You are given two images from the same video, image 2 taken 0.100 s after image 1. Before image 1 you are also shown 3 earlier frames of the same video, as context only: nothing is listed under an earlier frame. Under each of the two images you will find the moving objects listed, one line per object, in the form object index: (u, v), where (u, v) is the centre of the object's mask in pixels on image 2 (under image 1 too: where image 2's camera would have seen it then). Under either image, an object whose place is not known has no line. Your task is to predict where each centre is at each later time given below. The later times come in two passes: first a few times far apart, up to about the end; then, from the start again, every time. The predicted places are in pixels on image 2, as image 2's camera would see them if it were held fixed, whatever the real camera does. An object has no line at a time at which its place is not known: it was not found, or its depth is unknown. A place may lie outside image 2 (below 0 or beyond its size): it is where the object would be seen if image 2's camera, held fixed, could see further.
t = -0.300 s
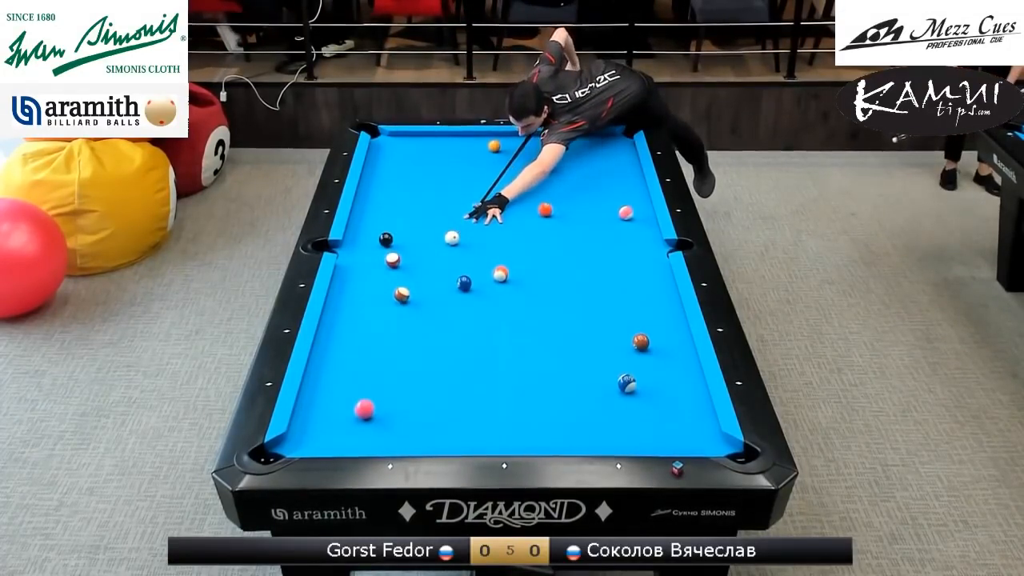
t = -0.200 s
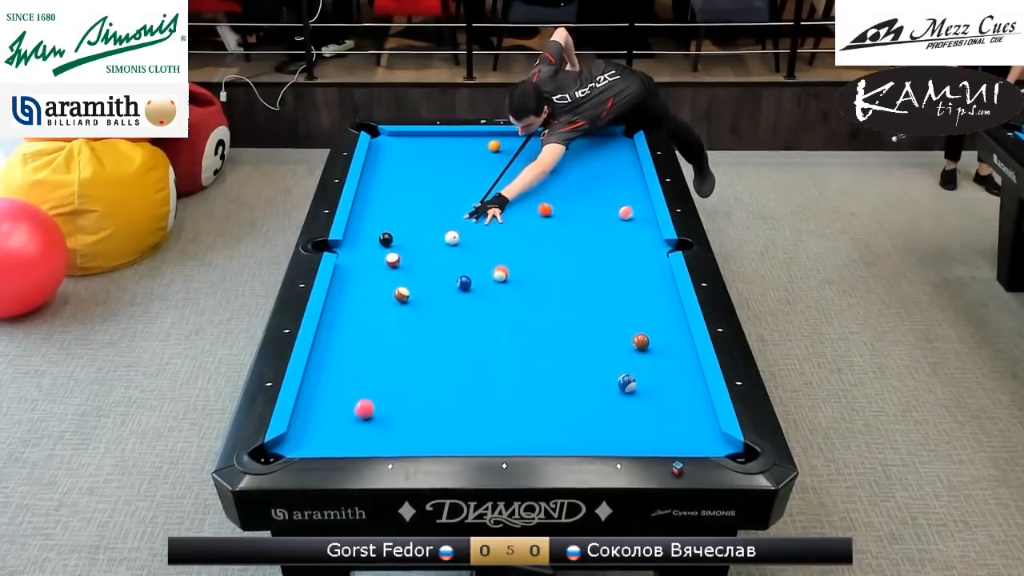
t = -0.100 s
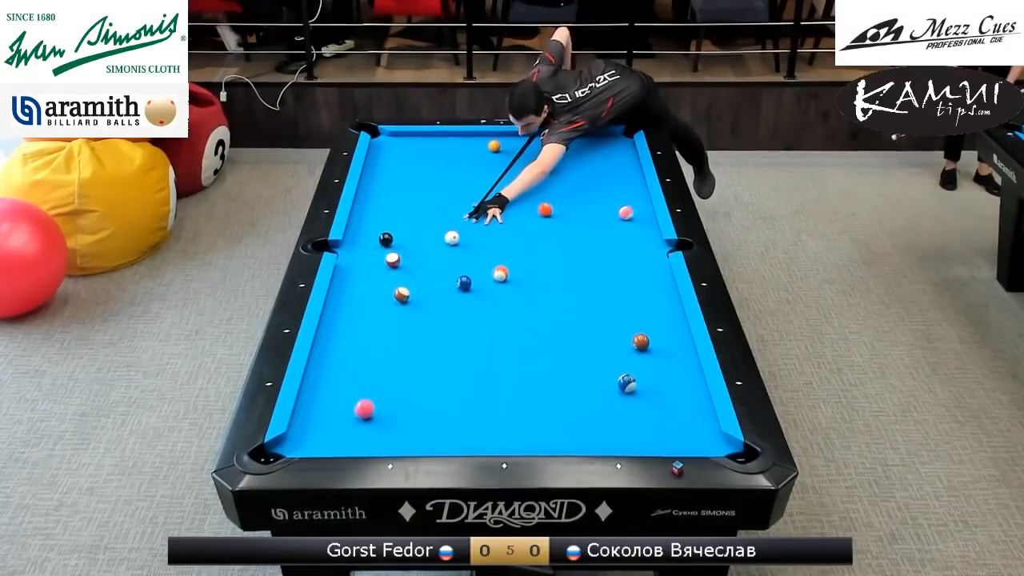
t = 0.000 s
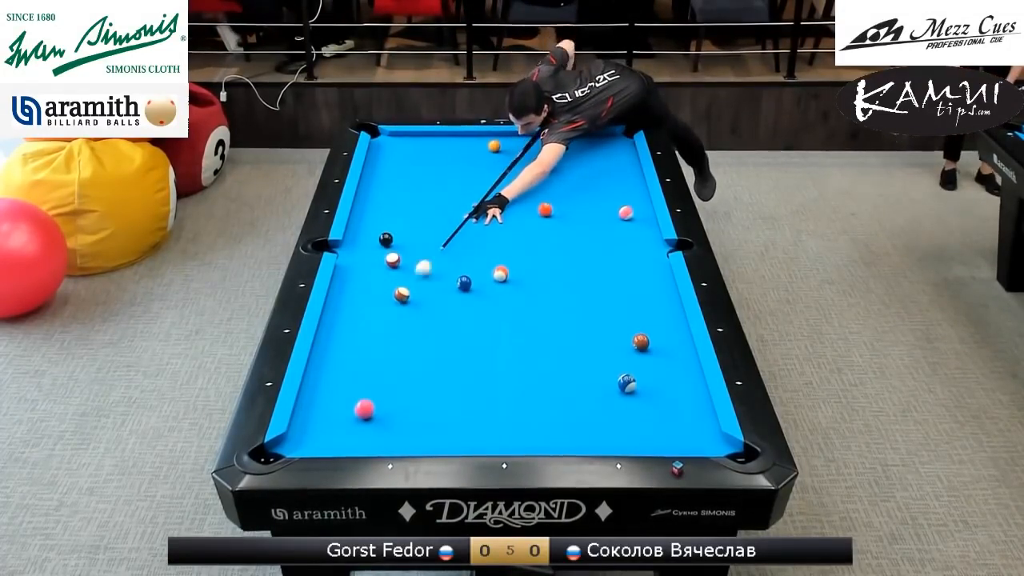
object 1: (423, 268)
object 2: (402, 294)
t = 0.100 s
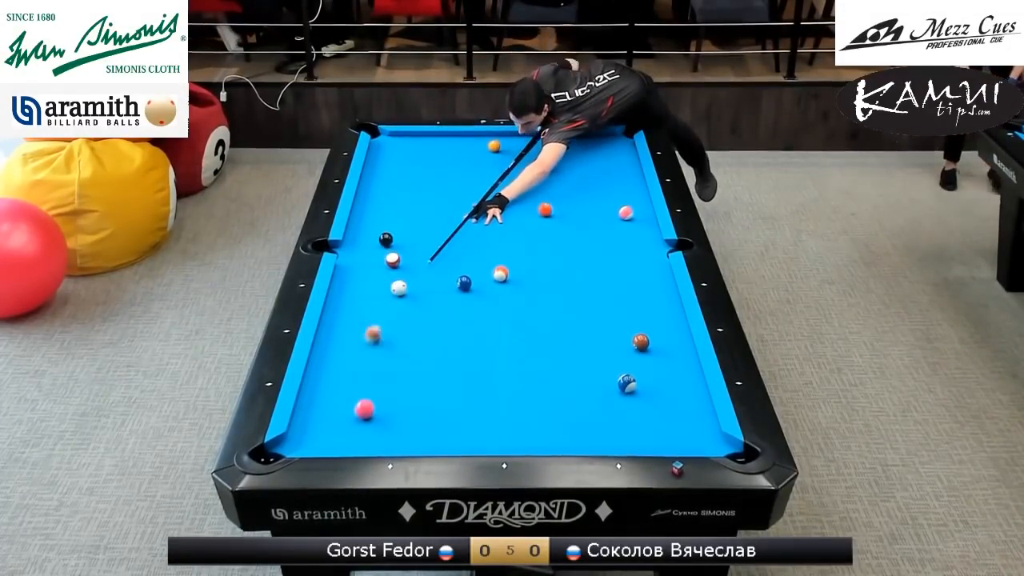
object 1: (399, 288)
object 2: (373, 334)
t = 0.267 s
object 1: (381, 292)
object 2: (280, 453)
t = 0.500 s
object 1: (358, 296)
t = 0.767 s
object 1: (333, 302)
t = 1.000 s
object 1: (342, 304)
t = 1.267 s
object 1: (352, 306)
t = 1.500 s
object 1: (360, 308)
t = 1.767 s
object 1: (368, 310)
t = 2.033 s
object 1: (374, 311)
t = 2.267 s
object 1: (379, 313)
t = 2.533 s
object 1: (383, 313)
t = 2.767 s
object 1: (385, 314)
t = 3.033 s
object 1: (387, 314)
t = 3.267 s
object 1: (387, 314)
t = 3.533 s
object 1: (387, 314)
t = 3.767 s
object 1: (387, 314)
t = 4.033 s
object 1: (387, 314)
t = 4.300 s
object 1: (387, 314)
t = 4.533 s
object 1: (387, 314)
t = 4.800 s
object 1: (387, 314)
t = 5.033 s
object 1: (387, 314)
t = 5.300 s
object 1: (387, 314)
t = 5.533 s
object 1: (387, 314)
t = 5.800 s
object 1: (387, 314)
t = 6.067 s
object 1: (387, 314)
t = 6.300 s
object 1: (387, 314)
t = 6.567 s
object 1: (387, 314)
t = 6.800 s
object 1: (387, 314)
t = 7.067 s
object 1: (387, 314)
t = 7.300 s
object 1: (387, 314)
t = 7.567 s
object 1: (387, 314)
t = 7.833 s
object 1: (387, 314)
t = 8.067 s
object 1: (387, 314)
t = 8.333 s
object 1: (387, 314)
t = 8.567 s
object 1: (387, 314)
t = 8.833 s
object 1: (387, 314)
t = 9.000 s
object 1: (387, 314)
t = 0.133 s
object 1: (395, 288)
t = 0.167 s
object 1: (391, 289)
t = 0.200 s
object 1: (388, 290)
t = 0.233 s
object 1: (385, 290)
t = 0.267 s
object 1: (381, 292)
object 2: (280, 453)
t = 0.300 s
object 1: (378, 292)
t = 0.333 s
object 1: (375, 293)
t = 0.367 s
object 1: (371, 293)
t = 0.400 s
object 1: (368, 294)
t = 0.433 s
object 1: (365, 295)
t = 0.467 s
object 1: (361, 296)
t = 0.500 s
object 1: (358, 296)
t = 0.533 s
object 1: (355, 297)
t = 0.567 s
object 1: (352, 298)
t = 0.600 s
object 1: (348, 299)
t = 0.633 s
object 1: (345, 299)
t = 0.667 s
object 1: (342, 300)
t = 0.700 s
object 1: (339, 300)
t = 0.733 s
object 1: (335, 301)
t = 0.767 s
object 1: (333, 302)
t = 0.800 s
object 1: (333, 302)
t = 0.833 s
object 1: (335, 303)
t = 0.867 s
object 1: (336, 303)
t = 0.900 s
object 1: (337, 303)
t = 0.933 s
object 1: (339, 303)
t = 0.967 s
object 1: (340, 304)
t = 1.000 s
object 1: (342, 304)
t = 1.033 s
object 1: (343, 304)
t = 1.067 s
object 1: (344, 305)
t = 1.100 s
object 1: (346, 305)
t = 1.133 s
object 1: (347, 305)
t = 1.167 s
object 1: (348, 305)
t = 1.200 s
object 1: (350, 306)
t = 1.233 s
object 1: (351, 306)
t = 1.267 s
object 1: (352, 306)
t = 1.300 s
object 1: (354, 306)
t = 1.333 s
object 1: (355, 306)
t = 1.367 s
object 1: (356, 307)
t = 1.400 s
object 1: (357, 307)
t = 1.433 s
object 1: (358, 307)
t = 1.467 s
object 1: (359, 308)
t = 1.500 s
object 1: (360, 308)
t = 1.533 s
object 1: (361, 308)
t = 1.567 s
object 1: (362, 308)
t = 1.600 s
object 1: (363, 309)
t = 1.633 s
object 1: (364, 309)
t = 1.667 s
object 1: (365, 309)
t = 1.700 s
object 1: (366, 309)
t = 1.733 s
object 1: (367, 309)
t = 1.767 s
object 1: (368, 310)
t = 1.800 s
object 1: (369, 310)
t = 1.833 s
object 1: (370, 310)
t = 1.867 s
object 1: (371, 310)
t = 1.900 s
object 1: (371, 310)
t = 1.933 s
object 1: (372, 311)
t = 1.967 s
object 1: (373, 311)
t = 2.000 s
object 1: (373, 311)
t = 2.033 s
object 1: (374, 311)
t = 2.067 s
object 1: (375, 312)
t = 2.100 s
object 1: (376, 312)
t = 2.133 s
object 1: (376, 312)
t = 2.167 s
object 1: (377, 312)
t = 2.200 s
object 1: (378, 312)
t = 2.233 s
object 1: (378, 312)
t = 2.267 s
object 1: (379, 313)
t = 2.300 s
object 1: (380, 313)
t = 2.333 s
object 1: (380, 313)
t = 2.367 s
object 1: (380, 313)
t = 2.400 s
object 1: (381, 313)
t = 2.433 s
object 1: (381, 313)
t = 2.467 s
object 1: (382, 313)
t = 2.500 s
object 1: (382, 313)
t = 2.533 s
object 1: (383, 313)
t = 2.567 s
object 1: (383, 314)
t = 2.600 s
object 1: (384, 314)
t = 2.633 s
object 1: (384, 314)
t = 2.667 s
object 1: (384, 314)
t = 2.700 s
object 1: (385, 314)
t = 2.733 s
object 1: (385, 314)
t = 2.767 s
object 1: (385, 314)
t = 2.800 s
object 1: (385, 314)
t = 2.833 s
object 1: (386, 314)
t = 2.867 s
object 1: (386, 314)
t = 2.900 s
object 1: (386, 314)
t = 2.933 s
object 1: (386, 314)
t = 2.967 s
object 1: (386, 314)
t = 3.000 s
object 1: (386, 314)
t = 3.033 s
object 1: (387, 314)
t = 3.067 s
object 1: (387, 314)
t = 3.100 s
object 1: (387, 314)
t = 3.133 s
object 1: (387, 314)
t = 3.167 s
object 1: (387, 314)
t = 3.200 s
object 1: (387, 314)
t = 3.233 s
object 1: (387, 314)
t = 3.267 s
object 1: (387, 314)
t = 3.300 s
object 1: (387, 314)
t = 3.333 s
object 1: (387, 314)
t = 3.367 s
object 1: (387, 314)
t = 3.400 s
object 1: (387, 314)
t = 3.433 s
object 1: (387, 314)
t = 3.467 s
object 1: (387, 314)
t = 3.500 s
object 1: (387, 314)
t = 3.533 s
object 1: (387, 314)
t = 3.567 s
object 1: (387, 314)
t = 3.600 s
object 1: (387, 314)
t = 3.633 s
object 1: (387, 314)
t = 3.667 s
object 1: (387, 314)
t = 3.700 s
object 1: (387, 314)
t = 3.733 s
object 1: (387, 314)
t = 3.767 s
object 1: (387, 314)
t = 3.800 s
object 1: (387, 314)
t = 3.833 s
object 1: (387, 314)
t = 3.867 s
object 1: (387, 314)
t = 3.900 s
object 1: (387, 314)
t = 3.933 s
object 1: (387, 314)
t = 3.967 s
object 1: (387, 314)
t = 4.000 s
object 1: (387, 314)
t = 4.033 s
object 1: (387, 314)
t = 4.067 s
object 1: (387, 314)
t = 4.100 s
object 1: (387, 314)
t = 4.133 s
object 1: (387, 314)
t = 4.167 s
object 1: (387, 314)
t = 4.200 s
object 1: (387, 314)
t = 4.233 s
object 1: (387, 314)
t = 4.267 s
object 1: (387, 314)
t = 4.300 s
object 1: (387, 314)
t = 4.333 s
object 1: (387, 314)
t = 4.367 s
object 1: (387, 314)
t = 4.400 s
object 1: (387, 314)
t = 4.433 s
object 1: (387, 314)
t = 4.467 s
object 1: (387, 314)
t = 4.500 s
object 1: (387, 314)
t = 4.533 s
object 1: (387, 314)
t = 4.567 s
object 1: (387, 314)
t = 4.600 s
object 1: (387, 314)
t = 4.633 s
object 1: (387, 314)
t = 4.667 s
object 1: (387, 314)
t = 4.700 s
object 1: (387, 314)
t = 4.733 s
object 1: (387, 314)
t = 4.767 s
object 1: (387, 314)
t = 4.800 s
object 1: (387, 314)
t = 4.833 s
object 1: (387, 314)
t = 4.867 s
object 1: (387, 314)
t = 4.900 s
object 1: (387, 314)
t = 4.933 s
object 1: (387, 314)
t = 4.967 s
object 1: (387, 314)
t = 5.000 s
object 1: (387, 314)
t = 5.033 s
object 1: (387, 314)
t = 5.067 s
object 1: (387, 314)
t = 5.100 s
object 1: (387, 314)
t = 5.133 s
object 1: (387, 314)
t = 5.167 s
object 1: (387, 314)
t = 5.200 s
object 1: (387, 314)
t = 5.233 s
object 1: (387, 314)
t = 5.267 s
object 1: (387, 314)
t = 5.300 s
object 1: (387, 314)
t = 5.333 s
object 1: (387, 314)
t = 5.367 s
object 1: (387, 314)
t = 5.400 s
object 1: (387, 314)
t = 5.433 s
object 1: (387, 314)
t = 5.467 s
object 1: (387, 314)
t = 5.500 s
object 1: (387, 314)
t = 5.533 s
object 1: (387, 314)
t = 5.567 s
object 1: (387, 314)
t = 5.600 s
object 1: (387, 314)
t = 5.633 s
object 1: (387, 314)
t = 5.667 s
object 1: (387, 314)
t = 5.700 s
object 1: (387, 314)
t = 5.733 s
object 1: (387, 314)
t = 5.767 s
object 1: (387, 314)
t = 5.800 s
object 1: (387, 314)
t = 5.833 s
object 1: (387, 314)
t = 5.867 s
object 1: (387, 314)
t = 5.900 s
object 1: (387, 314)
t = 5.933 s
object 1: (387, 314)
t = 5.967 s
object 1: (387, 314)
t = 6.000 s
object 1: (387, 314)
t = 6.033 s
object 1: (387, 314)
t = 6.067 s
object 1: (387, 314)
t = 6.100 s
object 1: (387, 314)
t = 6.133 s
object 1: (387, 314)
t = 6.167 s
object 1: (387, 314)
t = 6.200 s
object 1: (387, 314)
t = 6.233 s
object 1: (387, 314)
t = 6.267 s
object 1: (387, 314)
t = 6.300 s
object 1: (387, 314)
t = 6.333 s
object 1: (387, 314)
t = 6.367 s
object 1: (387, 314)
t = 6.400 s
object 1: (387, 314)
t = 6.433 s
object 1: (387, 314)
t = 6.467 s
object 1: (387, 314)
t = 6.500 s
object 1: (387, 314)
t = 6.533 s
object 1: (387, 314)
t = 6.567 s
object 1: (387, 314)
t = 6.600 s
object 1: (387, 314)
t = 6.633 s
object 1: (387, 314)
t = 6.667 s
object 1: (387, 314)
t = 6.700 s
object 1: (387, 314)
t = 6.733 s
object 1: (387, 314)
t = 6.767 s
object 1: (387, 314)
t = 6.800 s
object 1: (387, 314)
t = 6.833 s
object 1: (387, 314)
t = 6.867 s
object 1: (387, 314)
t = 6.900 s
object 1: (387, 314)
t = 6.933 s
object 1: (387, 314)
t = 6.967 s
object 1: (387, 314)
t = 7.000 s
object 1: (387, 314)
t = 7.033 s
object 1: (387, 314)
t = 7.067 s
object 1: (387, 314)
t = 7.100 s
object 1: (387, 314)
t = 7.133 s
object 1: (387, 314)
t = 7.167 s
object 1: (387, 314)
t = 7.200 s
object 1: (387, 314)
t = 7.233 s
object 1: (387, 314)
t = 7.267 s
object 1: (387, 314)
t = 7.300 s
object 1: (387, 314)
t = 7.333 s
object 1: (387, 314)
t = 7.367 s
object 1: (387, 314)
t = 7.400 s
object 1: (387, 314)
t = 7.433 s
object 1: (387, 314)
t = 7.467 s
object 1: (387, 314)
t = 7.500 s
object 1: (387, 314)
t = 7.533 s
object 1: (387, 314)
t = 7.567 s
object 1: (387, 314)
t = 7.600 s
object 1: (387, 314)
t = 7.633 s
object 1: (387, 314)
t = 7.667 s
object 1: (387, 314)
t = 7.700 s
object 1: (387, 314)
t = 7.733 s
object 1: (387, 314)
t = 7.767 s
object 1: (387, 314)
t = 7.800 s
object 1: (387, 314)
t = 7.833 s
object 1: (387, 314)
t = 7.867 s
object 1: (387, 313)
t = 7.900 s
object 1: (387, 313)
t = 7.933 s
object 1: (387, 313)
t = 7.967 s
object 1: (387, 313)
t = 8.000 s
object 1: (387, 314)
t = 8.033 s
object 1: (387, 314)
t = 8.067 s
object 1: (387, 314)
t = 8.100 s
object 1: (387, 314)
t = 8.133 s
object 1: (387, 314)
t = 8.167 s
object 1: (387, 314)
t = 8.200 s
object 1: (387, 314)
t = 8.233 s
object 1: (387, 314)
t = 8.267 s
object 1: (387, 314)
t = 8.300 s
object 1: (387, 314)
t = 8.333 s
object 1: (387, 314)
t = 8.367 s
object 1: (387, 314)
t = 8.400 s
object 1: (387, 314)
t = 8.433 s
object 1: (387, 314)
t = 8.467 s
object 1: (387, 314)
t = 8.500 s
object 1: (387, 314)
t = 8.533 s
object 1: (387, 314)
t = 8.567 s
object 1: (387, 314)
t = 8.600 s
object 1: (387, 314)
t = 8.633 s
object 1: (387, 314)
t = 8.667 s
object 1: (387, 314)
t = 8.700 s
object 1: (387, 314)
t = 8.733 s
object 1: (387, 314)
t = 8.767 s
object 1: (387, 314)
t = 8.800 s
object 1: (387, 314)
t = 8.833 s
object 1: (387, 314)
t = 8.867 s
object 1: (387, 314)
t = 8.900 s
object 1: (387, 314)
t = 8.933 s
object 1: (387, 314)
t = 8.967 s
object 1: (387, 314)
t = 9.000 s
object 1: (387, 314)
